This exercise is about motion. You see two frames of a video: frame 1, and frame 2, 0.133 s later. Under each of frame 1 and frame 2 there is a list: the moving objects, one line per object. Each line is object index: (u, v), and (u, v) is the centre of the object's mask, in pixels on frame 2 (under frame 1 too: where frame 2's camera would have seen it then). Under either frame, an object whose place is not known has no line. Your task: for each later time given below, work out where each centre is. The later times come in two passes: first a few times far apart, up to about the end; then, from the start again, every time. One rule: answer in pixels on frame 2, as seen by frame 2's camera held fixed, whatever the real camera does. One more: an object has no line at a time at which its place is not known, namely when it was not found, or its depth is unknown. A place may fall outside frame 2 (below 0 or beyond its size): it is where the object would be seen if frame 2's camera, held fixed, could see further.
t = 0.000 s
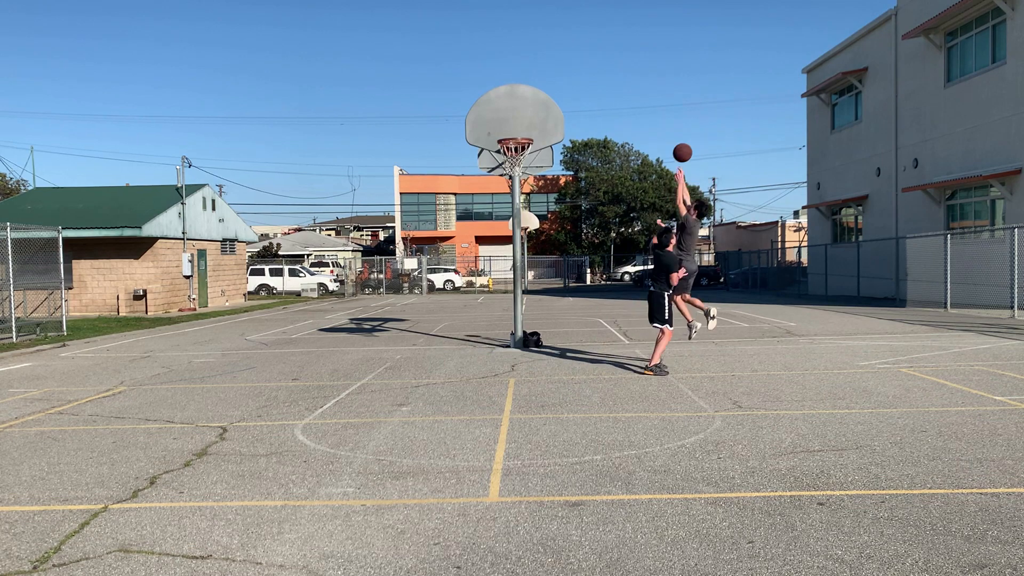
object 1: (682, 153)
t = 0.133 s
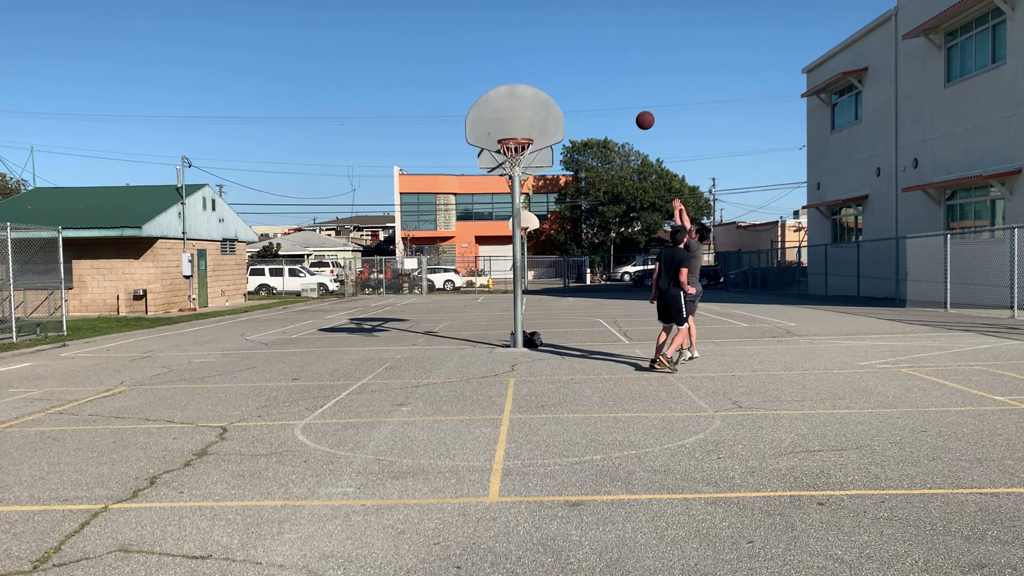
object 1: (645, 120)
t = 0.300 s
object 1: (601, 100)
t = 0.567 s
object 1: (544, 108)
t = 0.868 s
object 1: (508, 133)
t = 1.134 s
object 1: (524, 132)
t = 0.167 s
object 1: (636, 114)
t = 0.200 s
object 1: (627, 109)
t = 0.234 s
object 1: (618, 106)
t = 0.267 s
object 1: (609, 103)
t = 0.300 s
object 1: (601, 100)
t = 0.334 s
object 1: (593, 99)
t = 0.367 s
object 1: (584, 98)
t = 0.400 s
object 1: (576, 99)
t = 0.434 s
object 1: (568, 100)
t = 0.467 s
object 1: (560, 101)
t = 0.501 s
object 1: (553, 104)
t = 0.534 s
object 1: (548, 106)
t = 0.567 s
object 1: (544, 108)
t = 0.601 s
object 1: (540, 110)
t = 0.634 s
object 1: (536, 114)
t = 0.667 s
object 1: (533, 118)
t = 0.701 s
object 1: (529, 123)
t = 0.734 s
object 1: (525, 129)
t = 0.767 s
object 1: (521, 132)
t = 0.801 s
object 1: (516, 132)
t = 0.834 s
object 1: (512, 132)
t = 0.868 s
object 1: (508, 133)
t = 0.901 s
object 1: (505, 134)
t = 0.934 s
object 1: (508, 132)
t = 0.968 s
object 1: (511, 131)
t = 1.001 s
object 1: (513, 130)
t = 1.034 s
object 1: (516, 130)
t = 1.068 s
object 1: (519, 130)
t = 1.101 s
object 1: (522, 131)
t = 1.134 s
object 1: (524, 132)
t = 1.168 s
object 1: (524, 131)
